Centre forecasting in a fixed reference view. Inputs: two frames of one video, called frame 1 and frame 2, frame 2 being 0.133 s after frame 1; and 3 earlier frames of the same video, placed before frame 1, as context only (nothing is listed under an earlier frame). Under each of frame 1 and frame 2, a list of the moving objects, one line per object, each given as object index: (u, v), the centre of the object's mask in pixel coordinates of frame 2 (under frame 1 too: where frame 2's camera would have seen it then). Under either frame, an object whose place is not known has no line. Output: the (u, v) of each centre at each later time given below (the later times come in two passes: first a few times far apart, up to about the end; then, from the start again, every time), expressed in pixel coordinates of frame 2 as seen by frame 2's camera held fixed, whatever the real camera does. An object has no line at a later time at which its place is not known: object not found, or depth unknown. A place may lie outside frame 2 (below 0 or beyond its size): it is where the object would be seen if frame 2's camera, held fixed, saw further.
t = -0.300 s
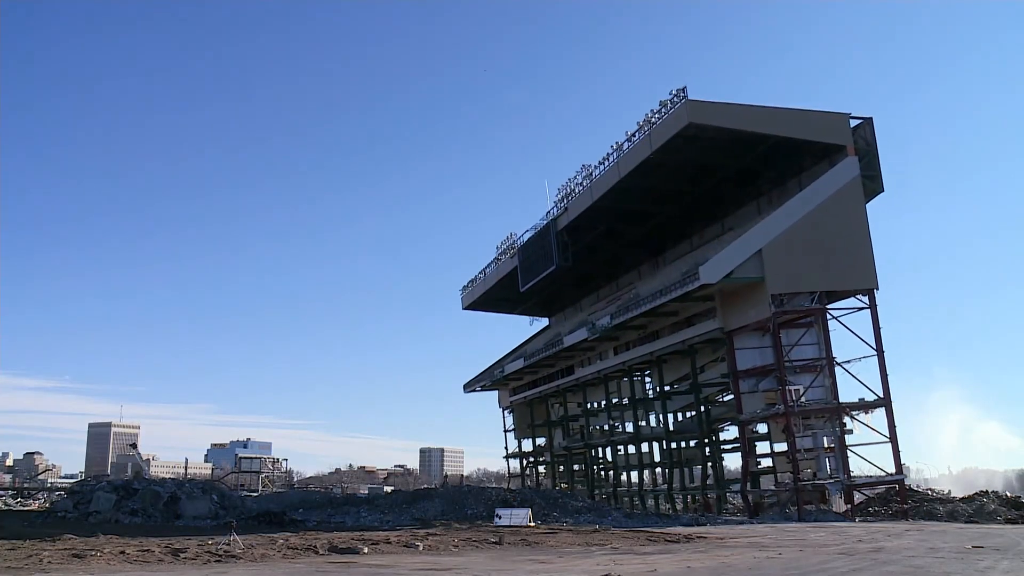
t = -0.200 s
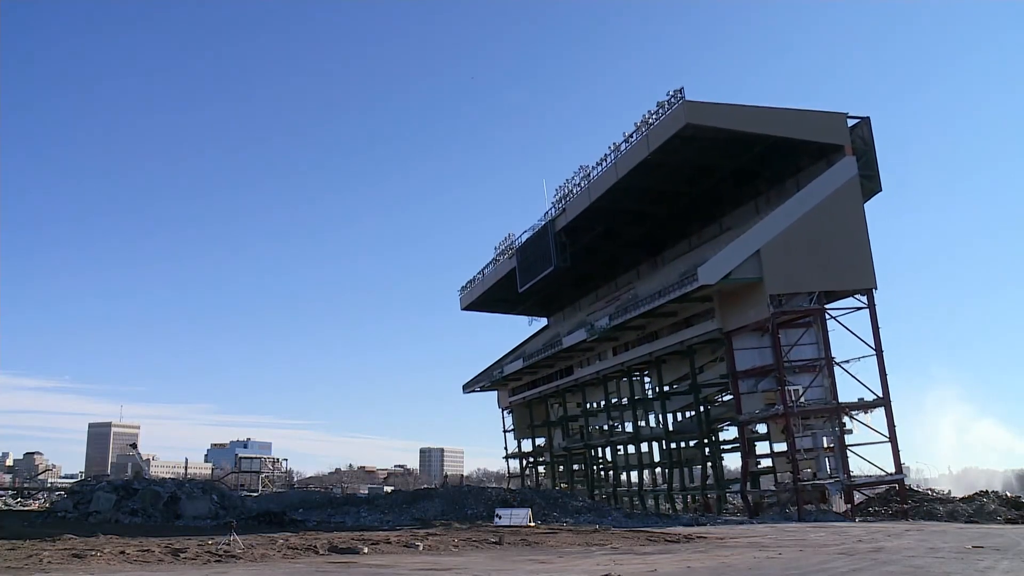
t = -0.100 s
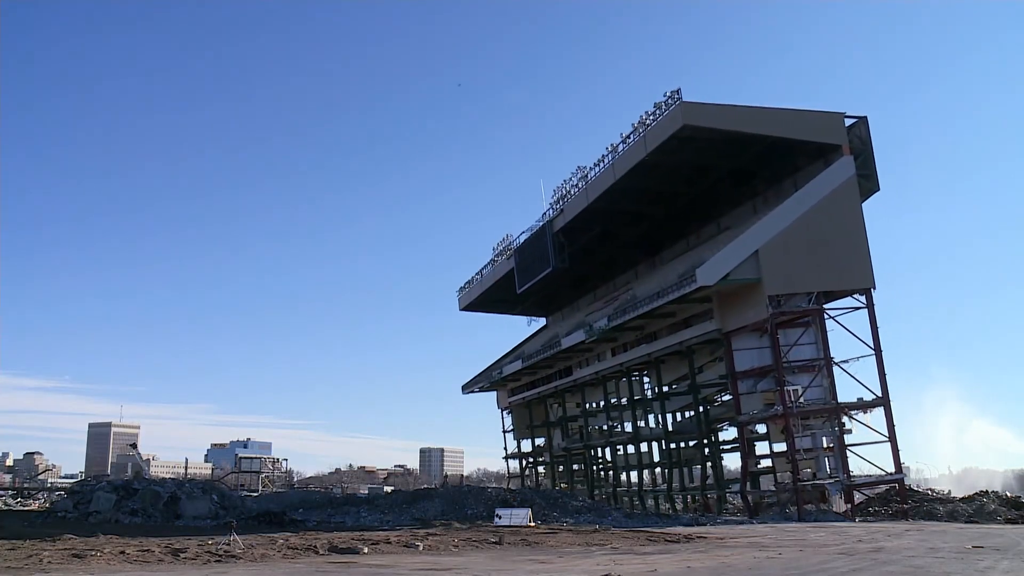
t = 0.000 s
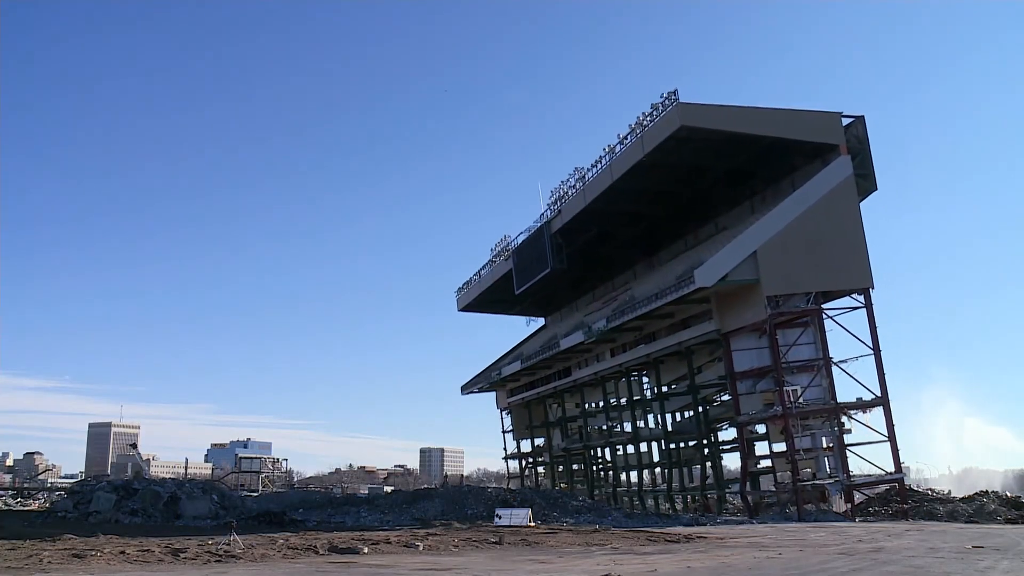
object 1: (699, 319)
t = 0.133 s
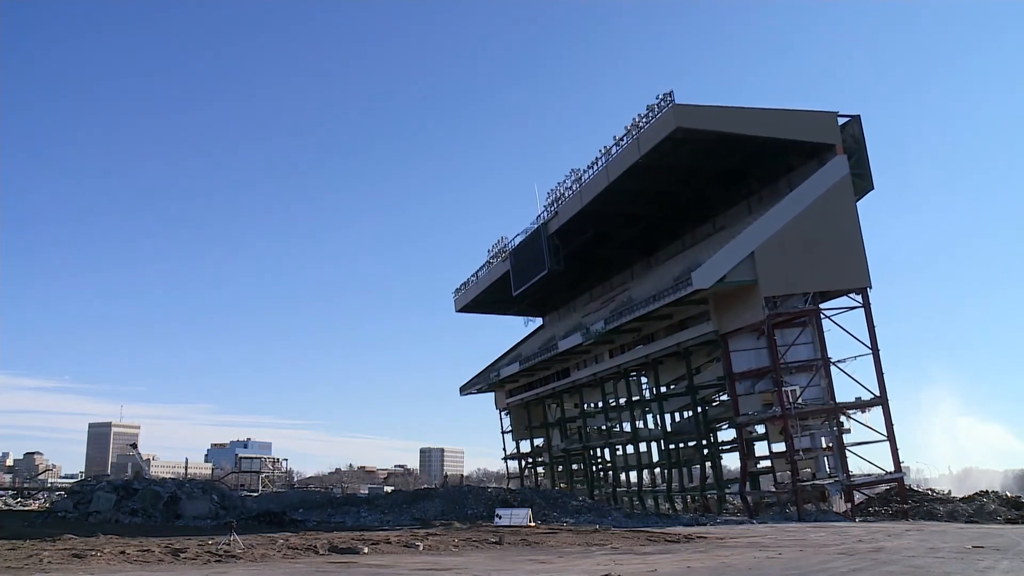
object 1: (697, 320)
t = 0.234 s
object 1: (695, 320)
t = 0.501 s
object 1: (691, 322)
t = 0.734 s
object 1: (687, 324)
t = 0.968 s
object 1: (683, 327)
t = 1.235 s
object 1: (679, 334)
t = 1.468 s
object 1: (675, 343)
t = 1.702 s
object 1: (671, 354)
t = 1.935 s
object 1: (662, 363)
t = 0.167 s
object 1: (696, 320)
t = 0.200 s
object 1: (696, 320)
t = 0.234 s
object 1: (695, 320)
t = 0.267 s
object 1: (695, 320)
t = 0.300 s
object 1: (694, 320)
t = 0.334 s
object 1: (694, 321)
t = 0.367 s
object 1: (693, 321)
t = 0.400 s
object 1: (693, 321)
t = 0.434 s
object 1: (692, 321)
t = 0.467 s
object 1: (692, 321)
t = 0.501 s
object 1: (691, 322)
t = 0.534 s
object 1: (690, 322)
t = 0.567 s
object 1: (690, 322)
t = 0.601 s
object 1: (689, 322)
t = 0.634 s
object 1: (689, 323)
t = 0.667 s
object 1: (688, 323)
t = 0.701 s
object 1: (688, 323)
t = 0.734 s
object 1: (687, 324)
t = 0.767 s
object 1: (686, 324)
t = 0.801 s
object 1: (686, 324)
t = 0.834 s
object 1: (685, 325)
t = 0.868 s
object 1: (685, 325)
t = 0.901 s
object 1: (684, 326)
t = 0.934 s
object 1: (684, 327)
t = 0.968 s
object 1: (683, 327)
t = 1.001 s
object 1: (683, 328)
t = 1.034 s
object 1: (682, 328)
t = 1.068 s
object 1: (682, 329)
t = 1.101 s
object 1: (681, 330)
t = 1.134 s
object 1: (681, 331)
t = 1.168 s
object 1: (680, 333)
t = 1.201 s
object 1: (679, 333)
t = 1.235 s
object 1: (679, 334)
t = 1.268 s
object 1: (679, 335)
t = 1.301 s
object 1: (678, 337)
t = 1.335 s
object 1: (677, 337)
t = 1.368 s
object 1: (677, 339)
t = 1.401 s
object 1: (676, 340)
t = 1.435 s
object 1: (676, 341)
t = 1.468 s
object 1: (675, 343)
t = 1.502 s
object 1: (675, 344)
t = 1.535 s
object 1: (675, 346)
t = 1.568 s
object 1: (674, 348)
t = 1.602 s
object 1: (673, 349)
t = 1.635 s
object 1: (673, 351)
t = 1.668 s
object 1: (672, 352)
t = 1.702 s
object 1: (671, 354)
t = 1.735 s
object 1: (670, 355)
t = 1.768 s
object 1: (669, 357)
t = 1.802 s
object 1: (668, 358)
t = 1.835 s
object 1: (666, 358)
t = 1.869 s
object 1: (663, 359)
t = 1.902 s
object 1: (662, 361)
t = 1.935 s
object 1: (662, 363)
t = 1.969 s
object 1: (660, 364)
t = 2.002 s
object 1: (659, 365)
